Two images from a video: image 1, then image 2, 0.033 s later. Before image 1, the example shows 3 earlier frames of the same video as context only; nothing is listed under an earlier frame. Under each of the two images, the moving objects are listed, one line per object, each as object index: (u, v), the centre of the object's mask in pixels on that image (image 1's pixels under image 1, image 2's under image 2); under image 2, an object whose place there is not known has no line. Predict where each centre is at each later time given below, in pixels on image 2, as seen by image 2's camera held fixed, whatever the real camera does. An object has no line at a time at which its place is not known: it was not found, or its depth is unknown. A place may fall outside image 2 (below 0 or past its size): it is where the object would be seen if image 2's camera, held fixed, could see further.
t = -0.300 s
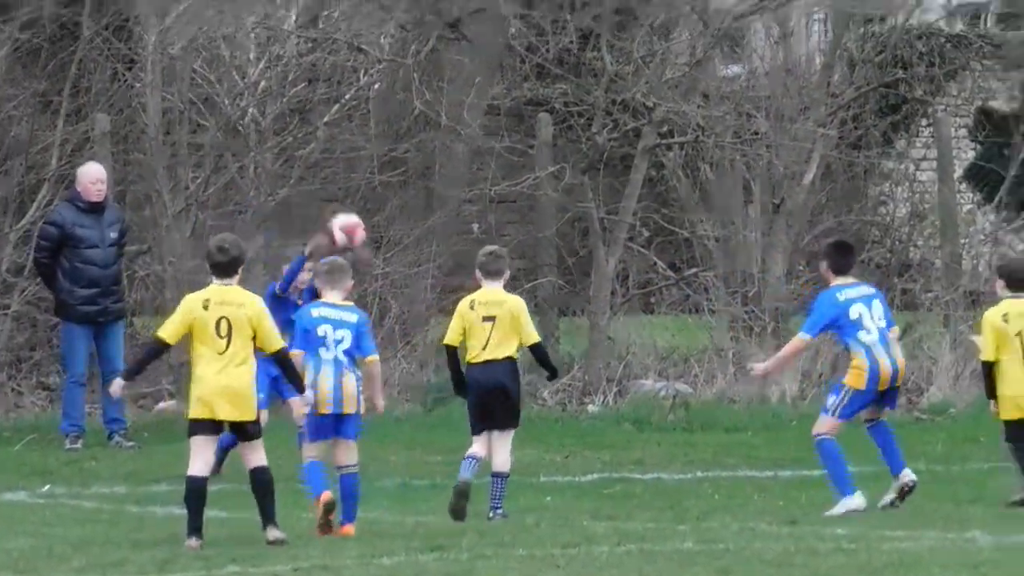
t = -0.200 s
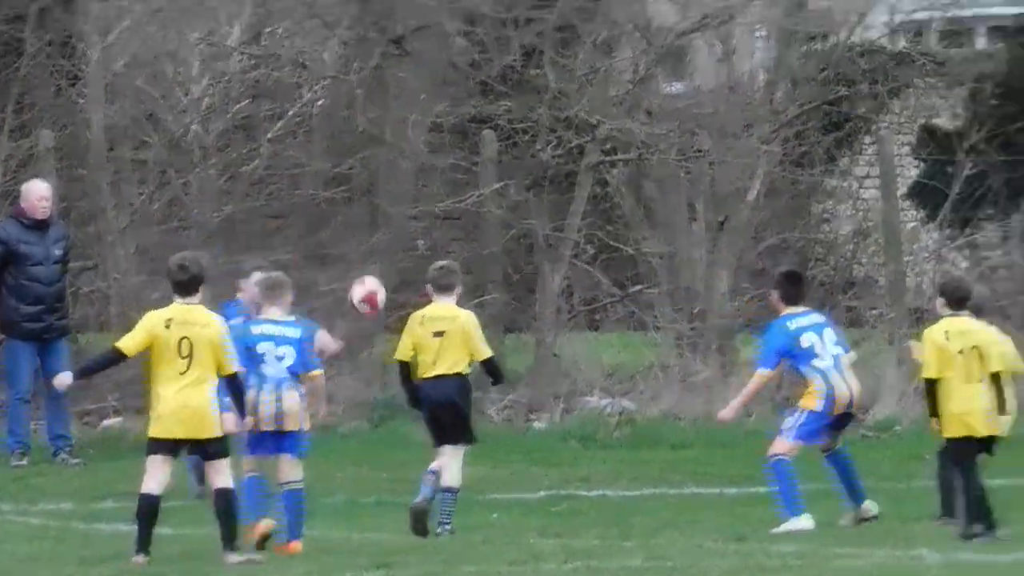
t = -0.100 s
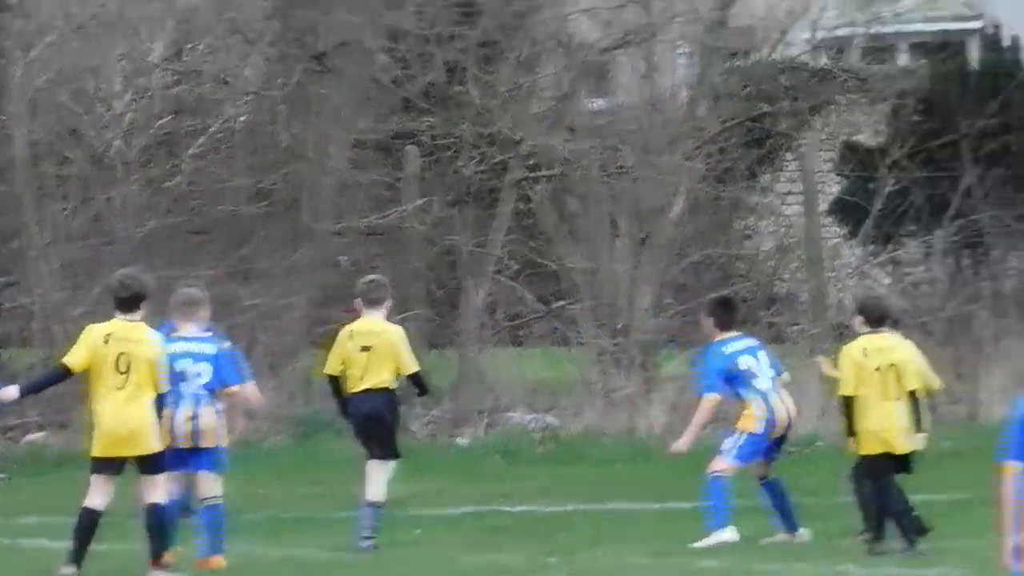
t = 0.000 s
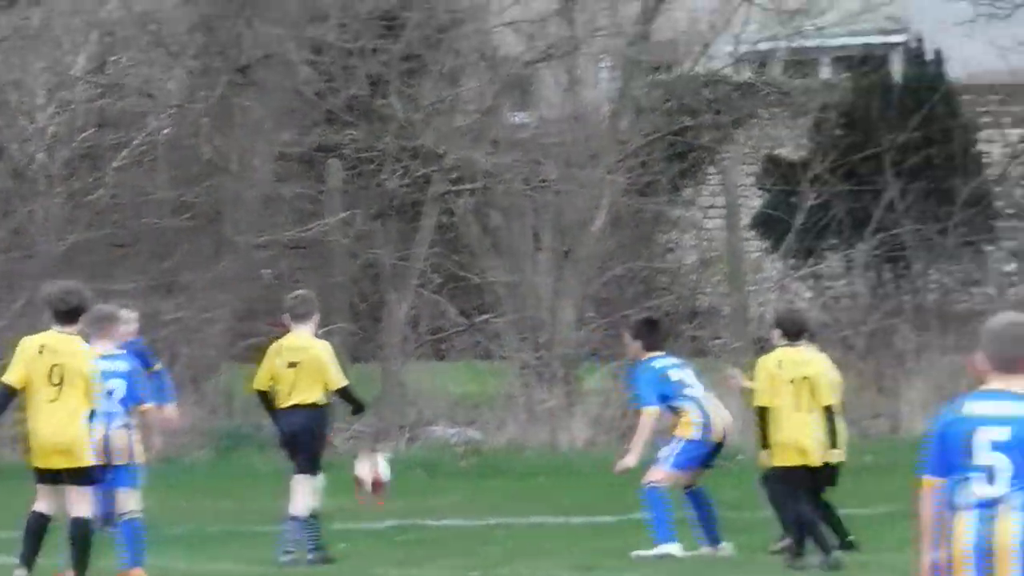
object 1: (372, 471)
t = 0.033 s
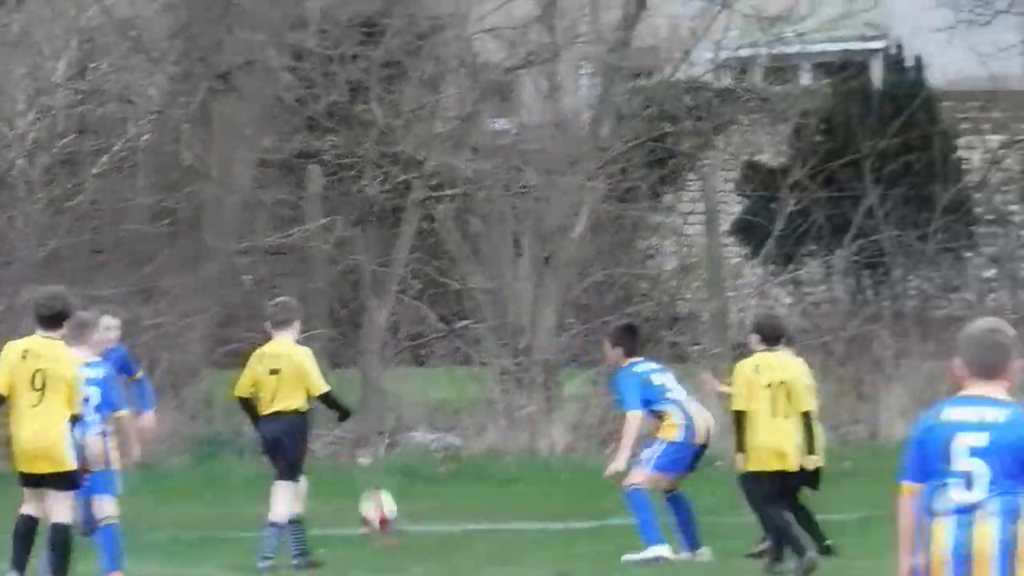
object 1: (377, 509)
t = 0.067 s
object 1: (408, 542)
